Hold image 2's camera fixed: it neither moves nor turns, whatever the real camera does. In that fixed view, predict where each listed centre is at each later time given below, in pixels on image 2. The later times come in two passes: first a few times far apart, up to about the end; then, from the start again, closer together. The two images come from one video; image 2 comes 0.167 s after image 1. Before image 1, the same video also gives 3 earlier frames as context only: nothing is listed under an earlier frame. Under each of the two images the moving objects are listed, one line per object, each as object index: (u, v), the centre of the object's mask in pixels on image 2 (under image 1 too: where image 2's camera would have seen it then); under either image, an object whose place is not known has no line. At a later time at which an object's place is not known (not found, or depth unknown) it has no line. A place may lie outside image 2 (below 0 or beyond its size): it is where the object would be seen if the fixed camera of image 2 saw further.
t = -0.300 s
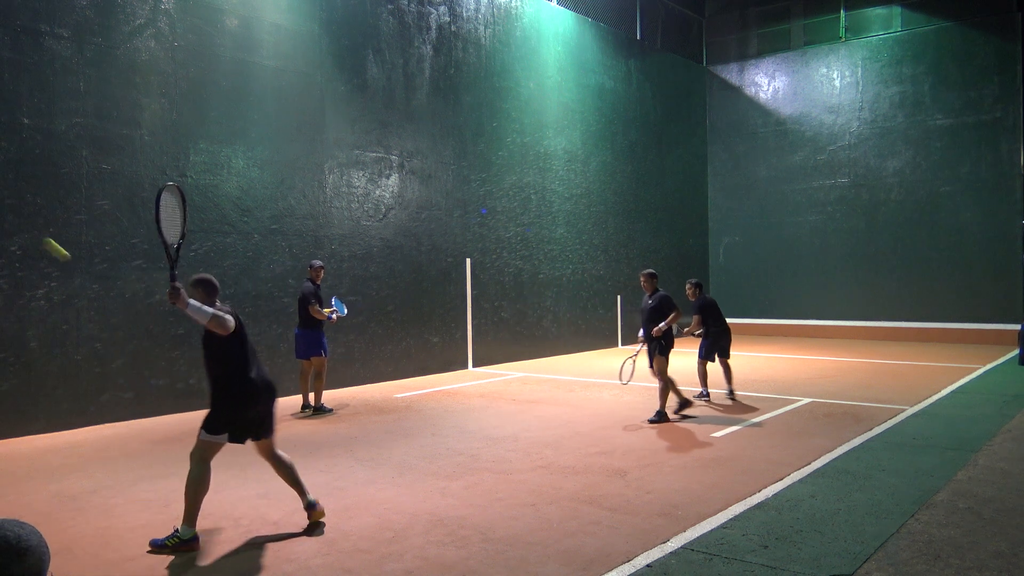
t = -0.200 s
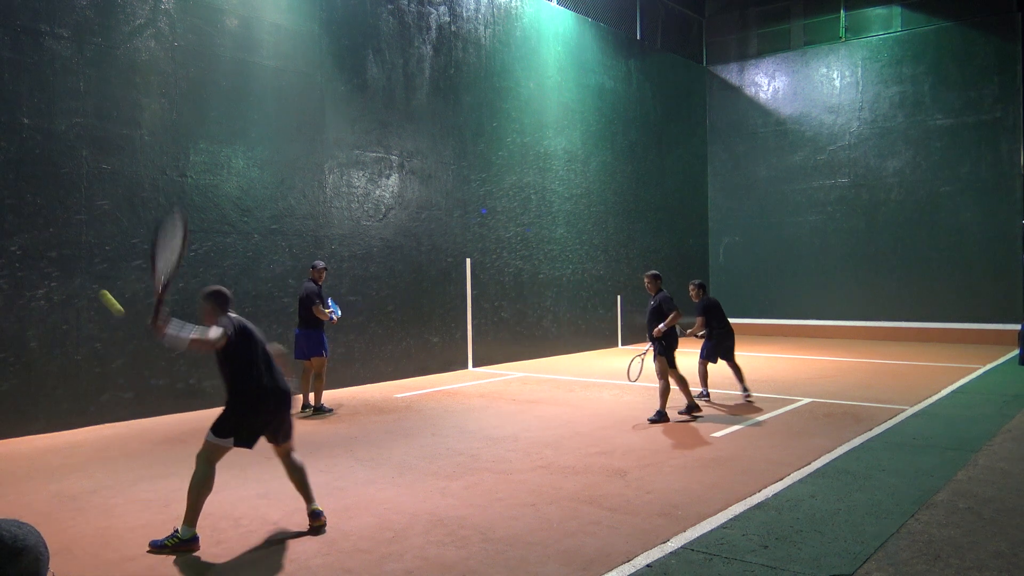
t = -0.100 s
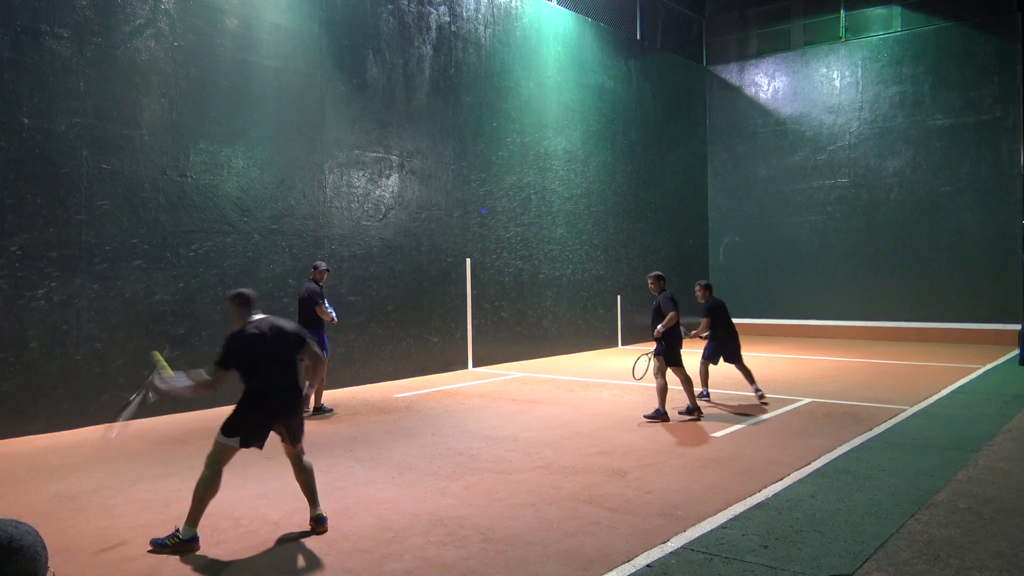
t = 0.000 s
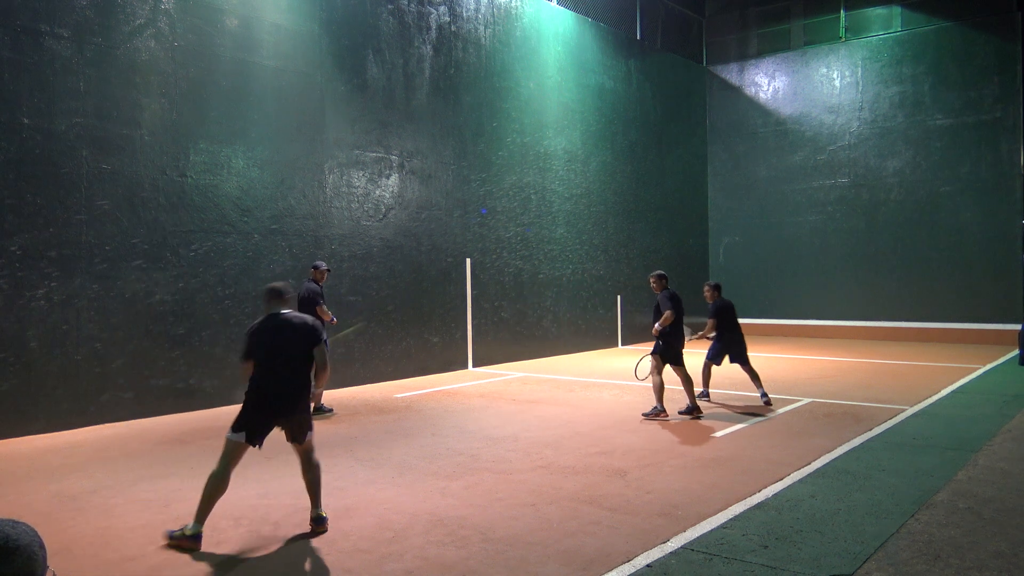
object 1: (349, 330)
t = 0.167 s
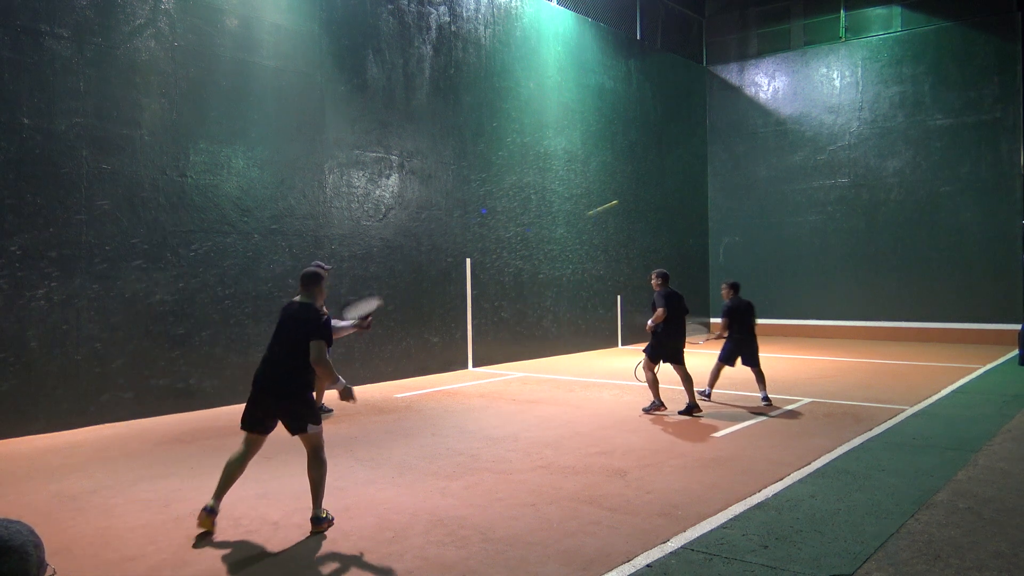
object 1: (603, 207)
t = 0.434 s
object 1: (740, 160)
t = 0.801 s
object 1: (618, 128)
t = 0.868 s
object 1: (588, 126)
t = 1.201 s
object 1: (499, 145)
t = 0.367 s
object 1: (718, 165)
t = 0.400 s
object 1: (730, 162)
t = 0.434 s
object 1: (740, 160)
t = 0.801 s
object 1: (618, 128)
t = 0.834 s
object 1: (604, 126)
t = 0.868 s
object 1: (588, 126)
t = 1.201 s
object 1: (499, 145)
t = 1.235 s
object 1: (488, 151)
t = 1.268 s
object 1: (478, 157)
